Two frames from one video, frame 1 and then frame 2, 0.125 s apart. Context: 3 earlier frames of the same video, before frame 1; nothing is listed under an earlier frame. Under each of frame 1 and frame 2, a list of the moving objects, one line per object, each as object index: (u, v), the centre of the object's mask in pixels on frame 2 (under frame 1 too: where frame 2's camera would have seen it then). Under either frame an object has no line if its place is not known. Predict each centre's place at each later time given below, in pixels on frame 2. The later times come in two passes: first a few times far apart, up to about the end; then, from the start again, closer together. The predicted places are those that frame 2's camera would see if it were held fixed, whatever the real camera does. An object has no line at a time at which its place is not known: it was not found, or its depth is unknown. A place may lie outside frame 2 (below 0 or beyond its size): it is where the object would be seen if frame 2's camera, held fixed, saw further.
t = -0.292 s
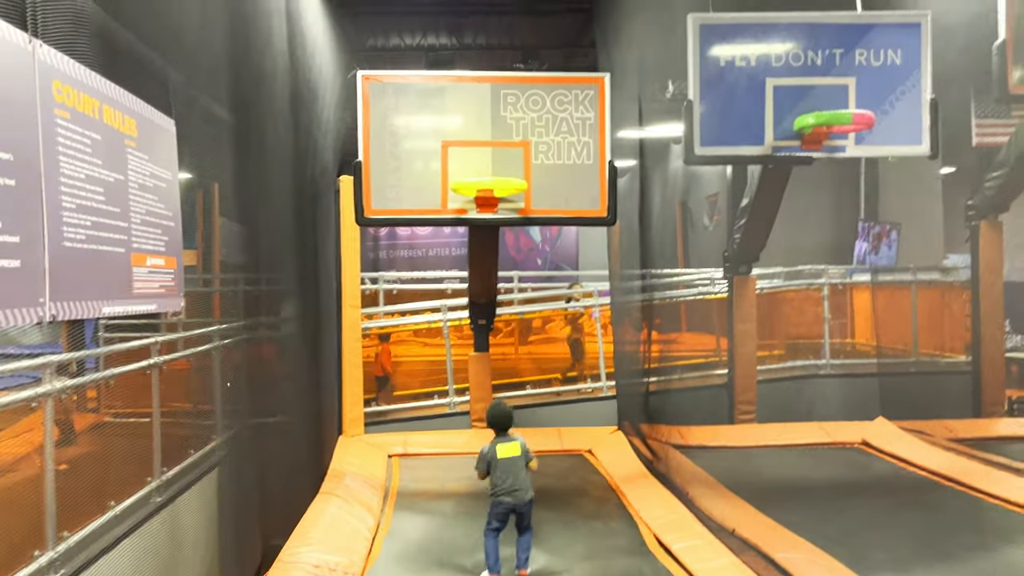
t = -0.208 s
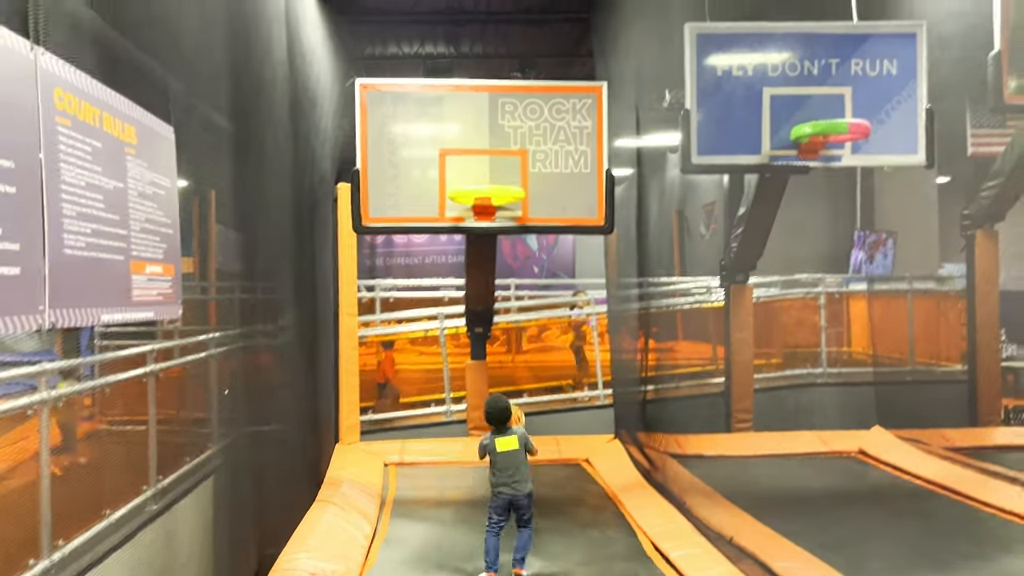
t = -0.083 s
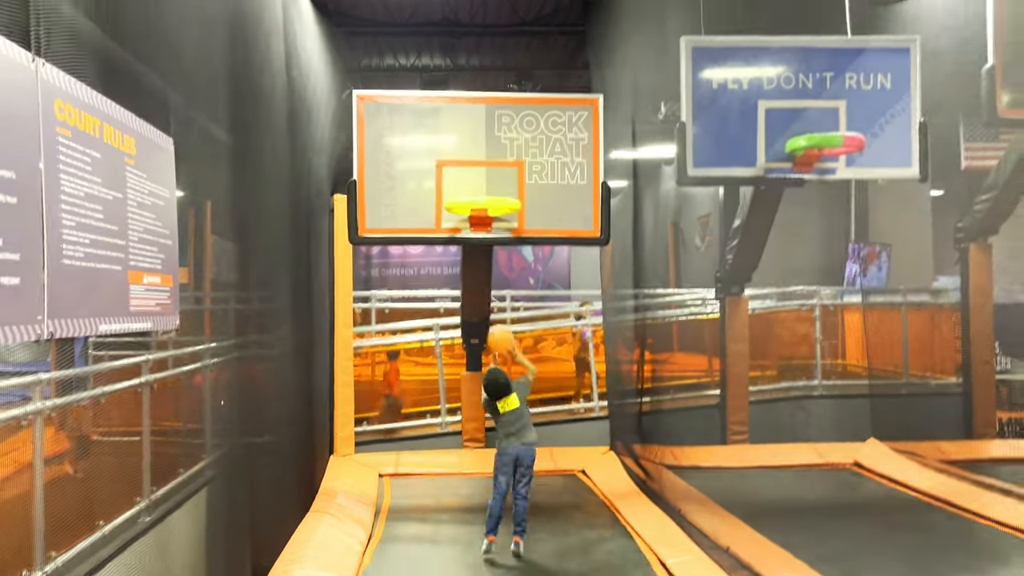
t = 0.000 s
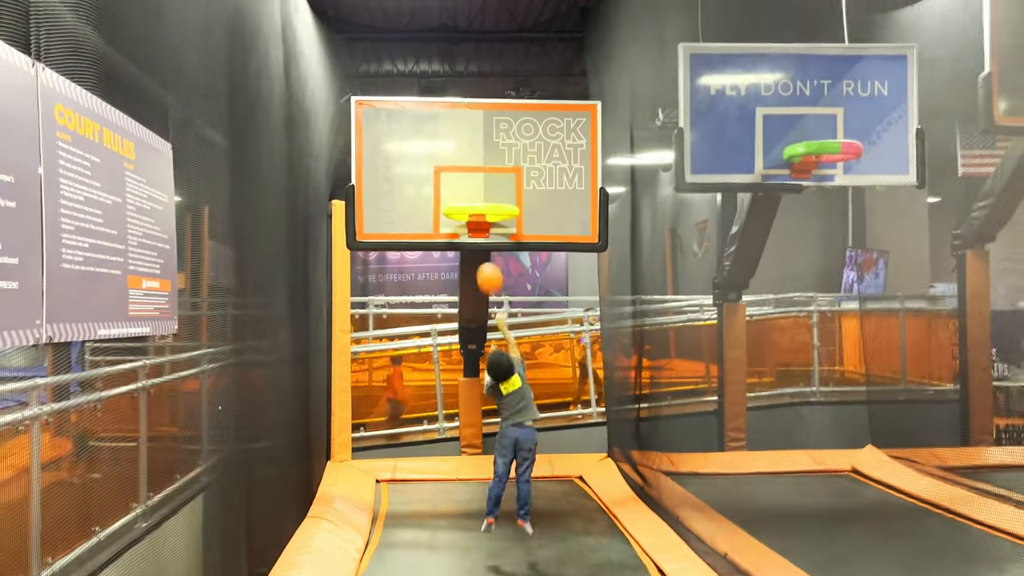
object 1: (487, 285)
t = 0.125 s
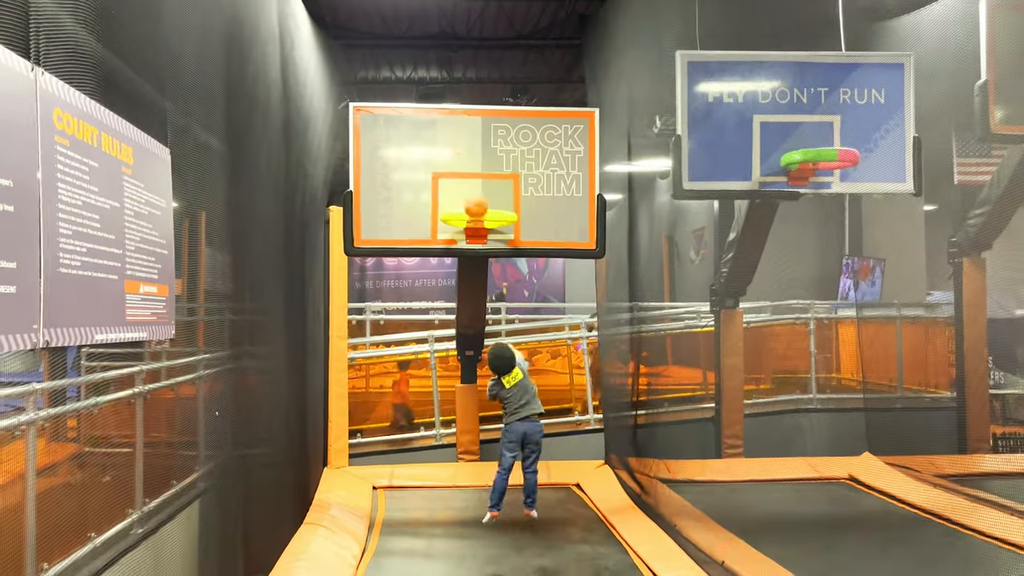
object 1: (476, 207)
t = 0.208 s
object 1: (470, 174)
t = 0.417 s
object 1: (453, 136)
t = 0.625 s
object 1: (438, 163)
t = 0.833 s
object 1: (424, 229)
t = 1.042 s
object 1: (408, 340)
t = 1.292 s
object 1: (388, 527)
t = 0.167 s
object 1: (473, 189)
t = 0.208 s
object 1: (470, 174)
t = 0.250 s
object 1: (466, 161)
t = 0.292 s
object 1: (463, 150)
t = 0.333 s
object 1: (459, 143)
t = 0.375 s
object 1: (456, 138)
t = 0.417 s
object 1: (453, 136)
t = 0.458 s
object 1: (449, 137)
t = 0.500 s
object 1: (446, 140)
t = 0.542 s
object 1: (444, 145)
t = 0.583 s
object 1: (441, 152)
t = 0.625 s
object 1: (438, 163)
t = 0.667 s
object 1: (435, 176)
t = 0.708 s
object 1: (432, 187)
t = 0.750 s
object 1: (430, 201)
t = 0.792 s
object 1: (426, 214)
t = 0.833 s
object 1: (424, 229)
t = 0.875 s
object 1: (421, 247)
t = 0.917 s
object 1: (418, 264)
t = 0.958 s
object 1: (414, 288)
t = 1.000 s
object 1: (411, 314)
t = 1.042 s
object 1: (408, 340)
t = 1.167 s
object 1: (396, 446)
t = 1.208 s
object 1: (393, 493)
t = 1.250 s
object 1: (389, 535)
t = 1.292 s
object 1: (388, 527)
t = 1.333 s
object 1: (388, 507)
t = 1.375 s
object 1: (388, 491)
